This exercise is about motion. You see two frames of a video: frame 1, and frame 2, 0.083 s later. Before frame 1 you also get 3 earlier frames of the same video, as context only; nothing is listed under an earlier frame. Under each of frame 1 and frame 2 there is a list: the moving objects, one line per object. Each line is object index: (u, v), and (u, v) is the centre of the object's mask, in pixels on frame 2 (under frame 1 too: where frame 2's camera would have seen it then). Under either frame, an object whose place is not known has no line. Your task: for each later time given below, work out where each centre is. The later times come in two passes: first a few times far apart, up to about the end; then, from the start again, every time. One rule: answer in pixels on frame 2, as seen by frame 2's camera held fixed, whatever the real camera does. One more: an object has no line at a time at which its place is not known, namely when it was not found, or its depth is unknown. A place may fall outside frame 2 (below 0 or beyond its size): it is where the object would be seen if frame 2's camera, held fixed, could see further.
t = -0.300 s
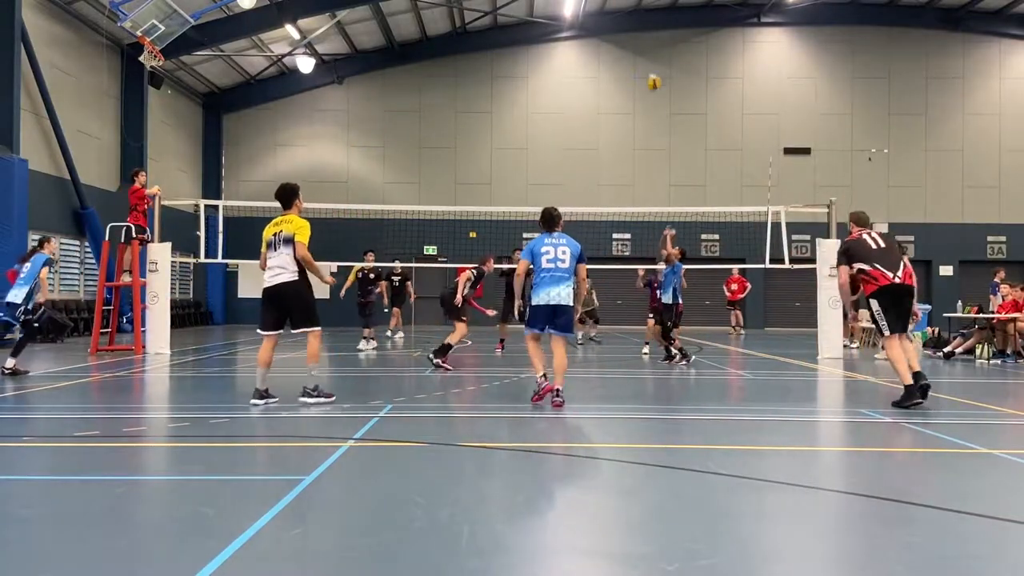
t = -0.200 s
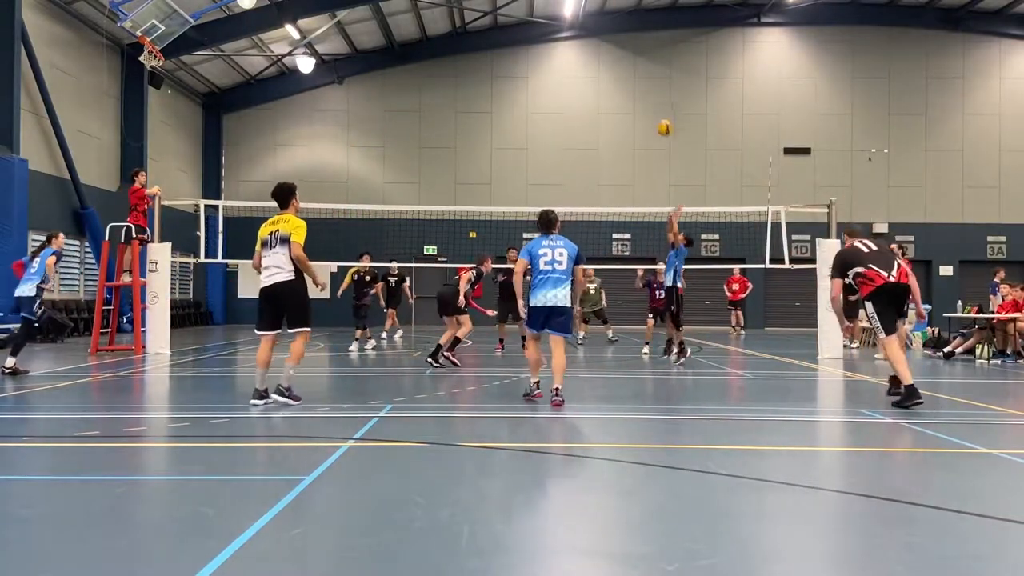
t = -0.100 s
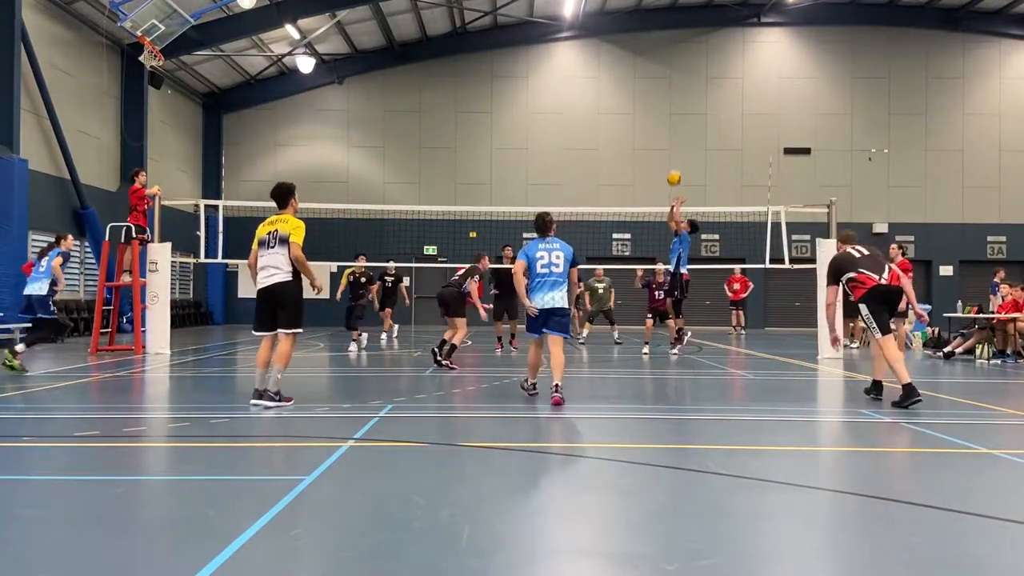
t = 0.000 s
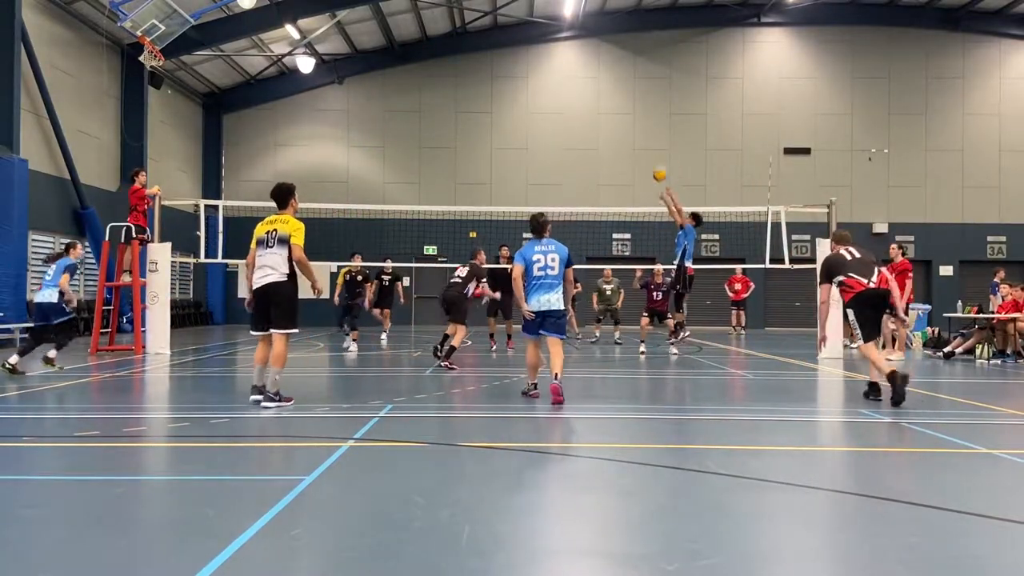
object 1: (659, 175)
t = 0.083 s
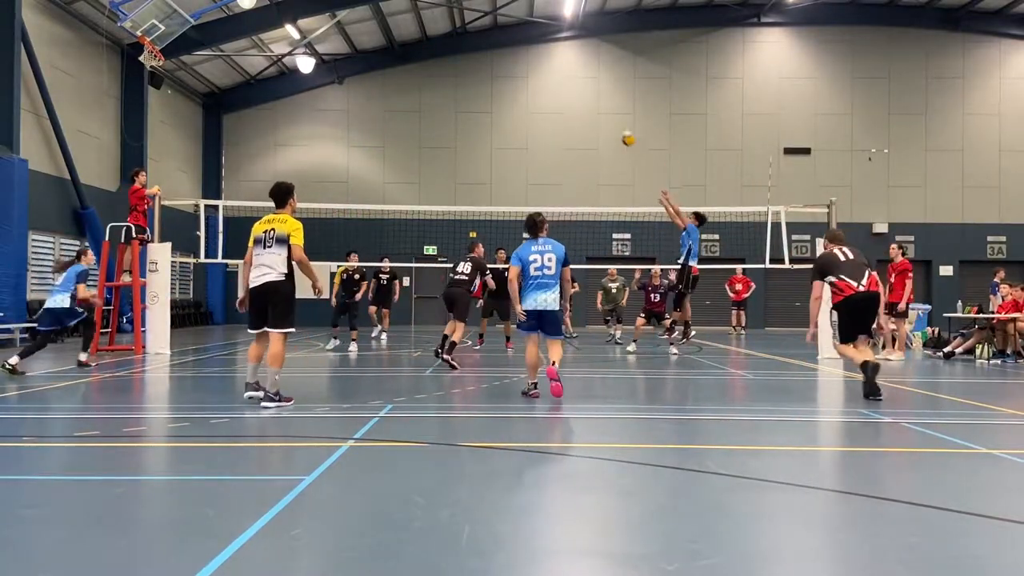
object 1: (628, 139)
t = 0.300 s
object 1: (552, 73)
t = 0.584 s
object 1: (457, 37)
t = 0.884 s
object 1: (362, 59)
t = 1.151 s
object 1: (283, 126)
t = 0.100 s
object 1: (622, 132)
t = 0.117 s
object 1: (616, 126)
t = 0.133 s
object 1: (609, 120)
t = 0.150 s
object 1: (603, 115)
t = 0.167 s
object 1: (597, 110)
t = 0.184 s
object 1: (592, 104)
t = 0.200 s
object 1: (586, 98)
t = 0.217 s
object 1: (580, 93)
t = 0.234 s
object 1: (574, 89)
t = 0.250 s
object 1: (569, 84)
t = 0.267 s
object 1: (563, 80)
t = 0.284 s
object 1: (557, 76)
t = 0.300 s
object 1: (552, 73)
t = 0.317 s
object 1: (546, 69)
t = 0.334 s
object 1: (541, 65)
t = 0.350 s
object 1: (535, 61)
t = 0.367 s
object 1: (530, 58)
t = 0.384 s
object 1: (524, 56)
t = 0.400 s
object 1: (518, 52)
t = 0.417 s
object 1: (512, 50)
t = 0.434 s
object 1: (506, 48)
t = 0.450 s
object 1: (501, 45)
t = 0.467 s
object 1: (495, 44)
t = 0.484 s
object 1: (490, 43)
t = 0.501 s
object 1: (484, 41)
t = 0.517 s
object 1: (478, 40)
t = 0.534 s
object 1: (473, 39)
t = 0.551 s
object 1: (468, 38)
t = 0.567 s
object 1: (462, 37)
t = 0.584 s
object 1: (457, 37)
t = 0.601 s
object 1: (451, 37)
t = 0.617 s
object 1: (446, 36)
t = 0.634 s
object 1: (441, 37)
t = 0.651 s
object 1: (436, 37)
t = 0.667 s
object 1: (430, 37)
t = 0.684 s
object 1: (425, 38)
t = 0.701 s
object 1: (419, 39)
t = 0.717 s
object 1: (414, 39)
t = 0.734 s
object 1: (409, 41)
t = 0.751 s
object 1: (404, 42)
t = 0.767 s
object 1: (398, 44)
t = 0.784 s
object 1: (393, 46)
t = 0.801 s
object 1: (388, 47)
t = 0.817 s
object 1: (383, 49)
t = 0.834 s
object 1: (378, 52)
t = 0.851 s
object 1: (373, 54)
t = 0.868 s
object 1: (367, 56)
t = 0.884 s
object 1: (362, 59)
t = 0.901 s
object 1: (357, 62)
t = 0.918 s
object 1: (352, 65)
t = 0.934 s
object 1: (347, 69)
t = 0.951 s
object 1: (342, 73)
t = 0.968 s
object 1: (337, 76)
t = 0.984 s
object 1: (332, 79)
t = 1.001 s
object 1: (327, 83)
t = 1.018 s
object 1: (322, 87)
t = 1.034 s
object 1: (316, 92)
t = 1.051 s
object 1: (313, 96)
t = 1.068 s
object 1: (308, 101)
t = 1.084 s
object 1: (301, 106)
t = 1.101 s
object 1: (298, 111)
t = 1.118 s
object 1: (293, 116)
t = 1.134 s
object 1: (289, 121)
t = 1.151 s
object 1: (283, 126)
